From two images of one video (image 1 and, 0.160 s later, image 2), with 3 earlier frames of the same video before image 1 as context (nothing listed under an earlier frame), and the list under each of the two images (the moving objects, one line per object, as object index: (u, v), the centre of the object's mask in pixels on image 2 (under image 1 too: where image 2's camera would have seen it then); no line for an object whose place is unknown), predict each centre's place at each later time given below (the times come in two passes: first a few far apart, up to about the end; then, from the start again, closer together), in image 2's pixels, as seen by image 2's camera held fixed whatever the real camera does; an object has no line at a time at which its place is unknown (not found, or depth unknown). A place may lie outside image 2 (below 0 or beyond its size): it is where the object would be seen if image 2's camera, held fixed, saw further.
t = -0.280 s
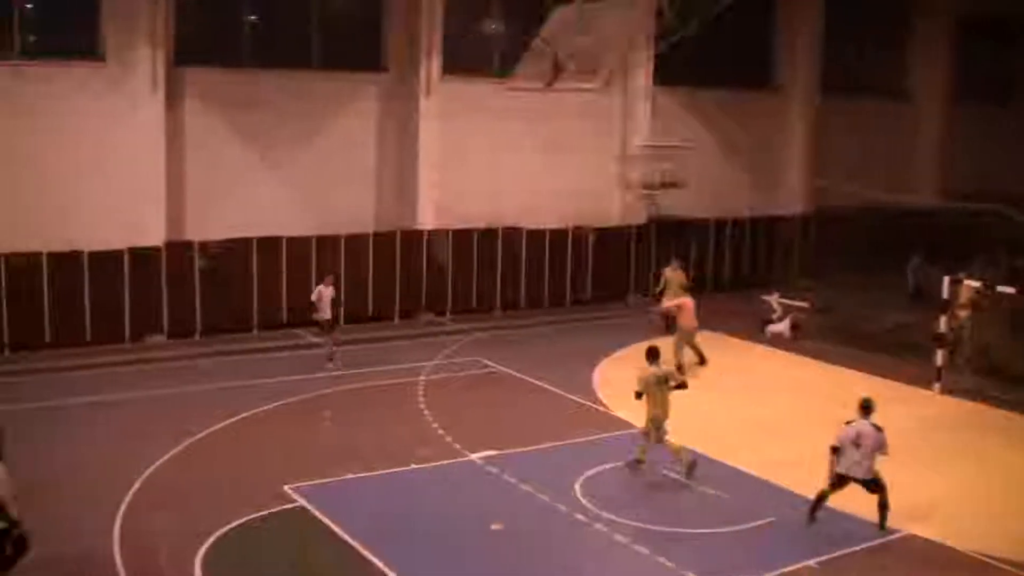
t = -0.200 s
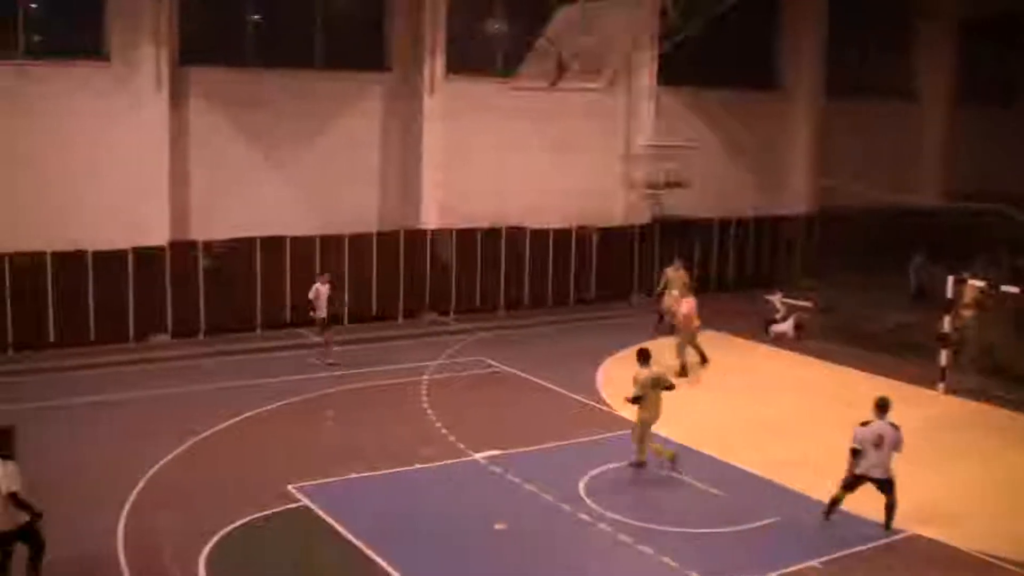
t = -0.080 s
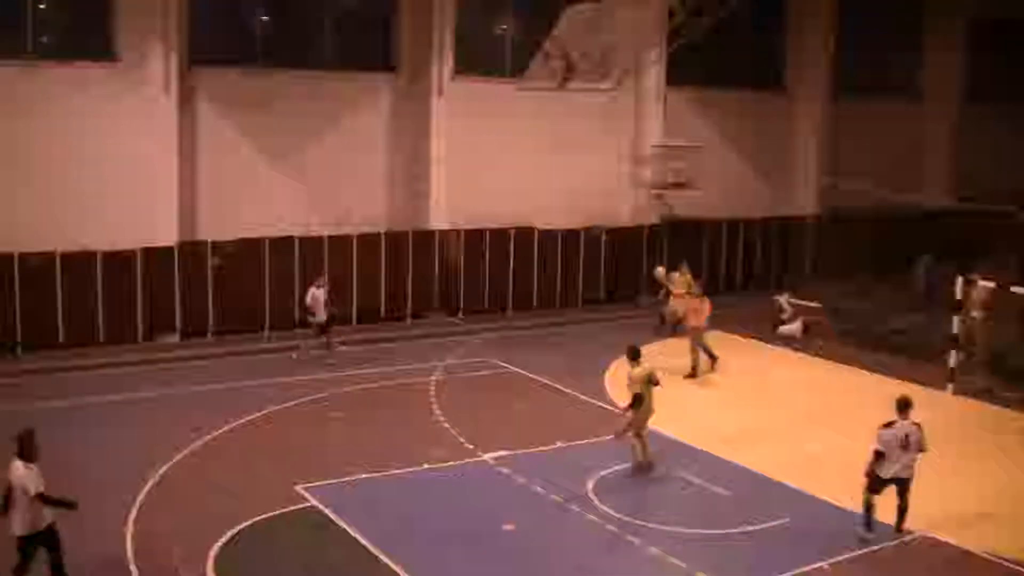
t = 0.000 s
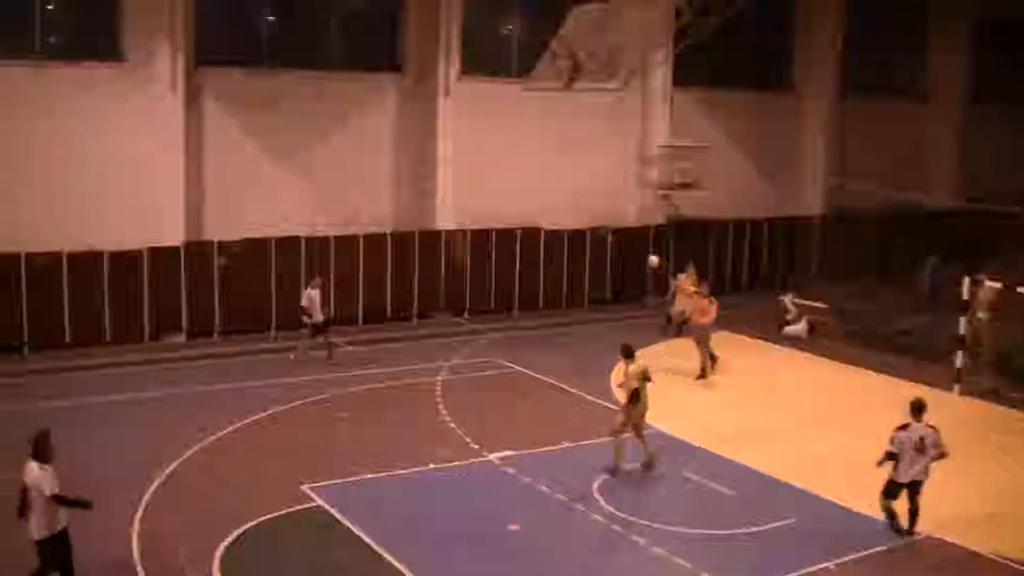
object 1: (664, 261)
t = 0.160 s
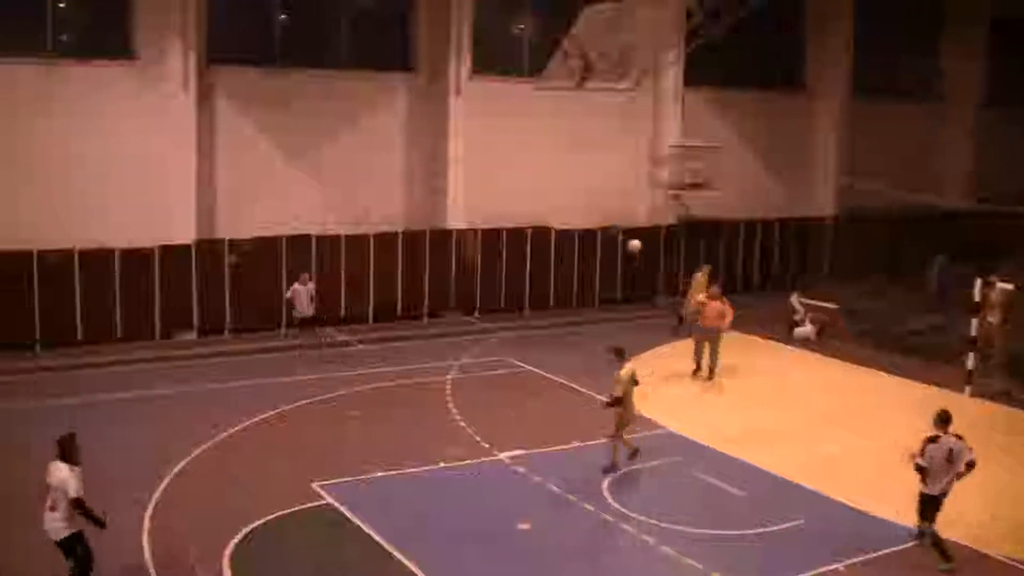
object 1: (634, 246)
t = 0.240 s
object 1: (617, 243)
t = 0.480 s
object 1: (559, 260)
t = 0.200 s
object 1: (625, 243)
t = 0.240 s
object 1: (617, 243)
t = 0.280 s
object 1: (607, 243)
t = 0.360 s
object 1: (591, 246)
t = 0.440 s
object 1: (569, 254)
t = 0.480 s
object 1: (559, 260)
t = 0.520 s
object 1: (545, 268)
